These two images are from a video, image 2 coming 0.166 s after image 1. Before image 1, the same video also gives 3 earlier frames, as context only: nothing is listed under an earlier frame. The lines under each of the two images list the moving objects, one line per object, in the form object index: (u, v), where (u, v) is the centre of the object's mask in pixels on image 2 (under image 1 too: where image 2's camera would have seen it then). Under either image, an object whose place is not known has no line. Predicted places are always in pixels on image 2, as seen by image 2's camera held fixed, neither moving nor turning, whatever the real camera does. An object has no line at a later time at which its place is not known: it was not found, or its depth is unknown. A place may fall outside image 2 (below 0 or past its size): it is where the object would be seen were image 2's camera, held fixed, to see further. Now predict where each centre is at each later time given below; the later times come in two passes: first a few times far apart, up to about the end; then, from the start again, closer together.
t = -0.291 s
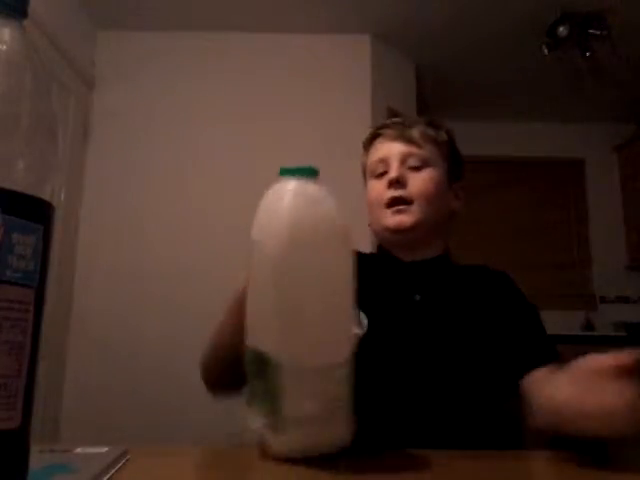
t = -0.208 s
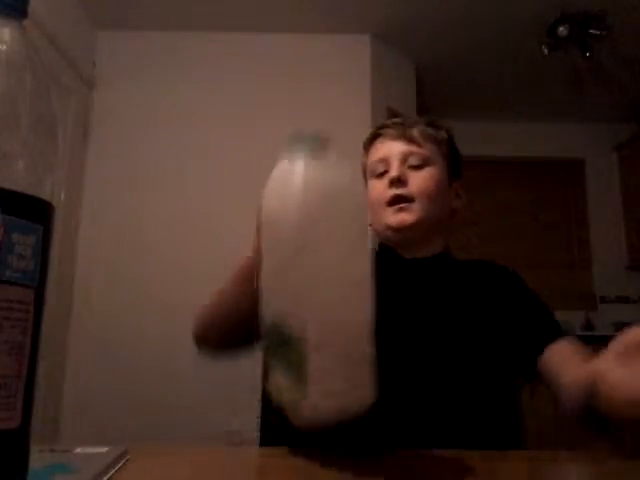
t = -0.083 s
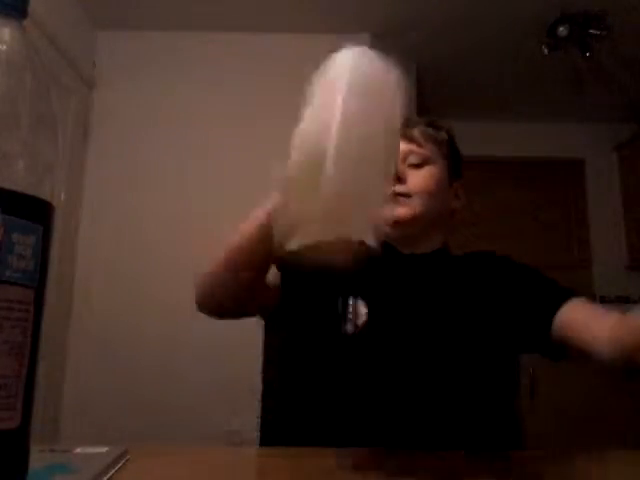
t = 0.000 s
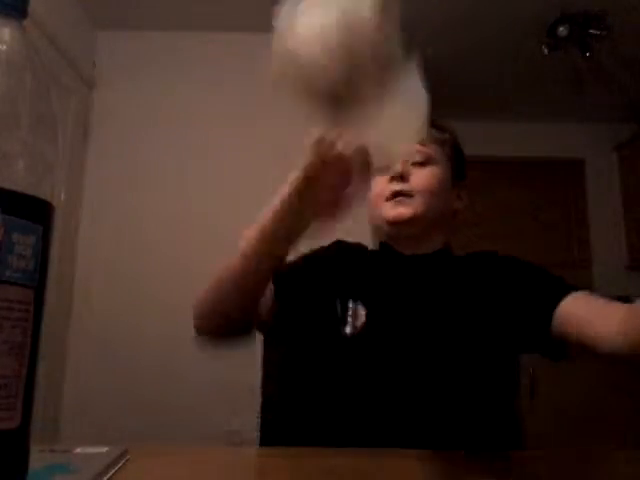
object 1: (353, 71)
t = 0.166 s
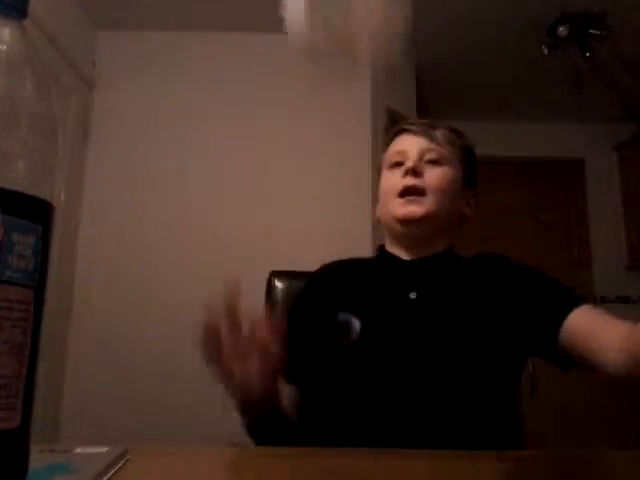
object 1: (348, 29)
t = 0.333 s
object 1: (358, 112)
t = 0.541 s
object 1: (346, 309)
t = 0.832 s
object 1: (358, 309)
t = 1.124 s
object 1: (356, 310)
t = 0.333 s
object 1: (358, 112)
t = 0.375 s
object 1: (368, 220)
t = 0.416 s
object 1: (373, 255)
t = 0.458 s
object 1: (355, 314)
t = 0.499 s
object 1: (349, 313)
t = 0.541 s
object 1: (346, 309)
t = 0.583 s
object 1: (343, 305)
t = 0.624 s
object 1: (339, 306)
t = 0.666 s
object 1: (342, 306)
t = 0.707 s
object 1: (357, 307)
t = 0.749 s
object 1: (364, 309)
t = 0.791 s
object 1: (362, 308)
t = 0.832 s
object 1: (358, 309)
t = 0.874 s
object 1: (356, 309)
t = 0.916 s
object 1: (356, 309)
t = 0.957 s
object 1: (356, 309)
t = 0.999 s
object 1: (356, 310)
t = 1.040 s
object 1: (356, 310)
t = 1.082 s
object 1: (356, 310)
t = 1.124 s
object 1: (356, 310)
